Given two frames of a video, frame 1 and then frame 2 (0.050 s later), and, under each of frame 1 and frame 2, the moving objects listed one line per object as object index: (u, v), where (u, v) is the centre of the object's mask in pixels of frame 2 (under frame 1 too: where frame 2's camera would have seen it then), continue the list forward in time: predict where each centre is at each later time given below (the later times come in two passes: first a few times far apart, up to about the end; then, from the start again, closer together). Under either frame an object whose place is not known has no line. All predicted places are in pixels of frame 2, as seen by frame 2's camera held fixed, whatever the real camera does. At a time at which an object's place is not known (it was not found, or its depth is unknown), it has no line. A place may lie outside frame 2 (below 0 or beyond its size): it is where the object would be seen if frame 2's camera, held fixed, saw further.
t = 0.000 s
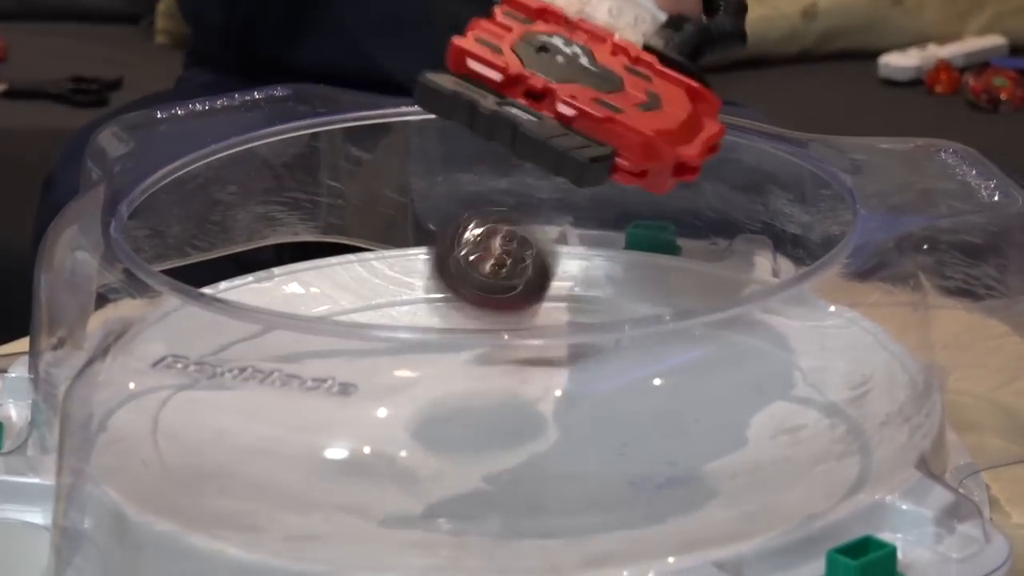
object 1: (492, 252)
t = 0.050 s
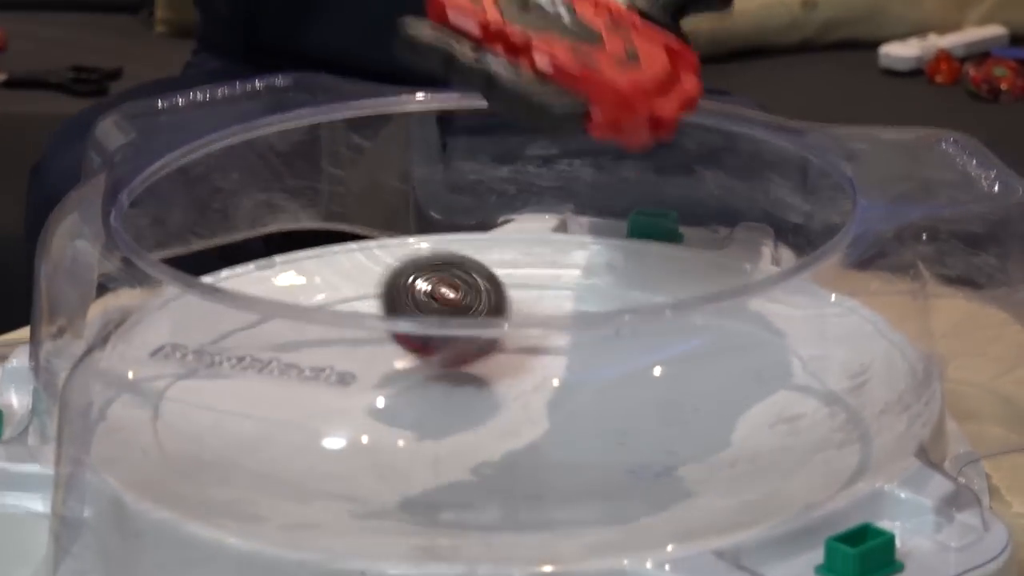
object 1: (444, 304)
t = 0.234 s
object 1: (304, 381)
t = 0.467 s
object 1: (272, 438)
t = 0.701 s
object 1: (433, 446)
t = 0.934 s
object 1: (554, 395)
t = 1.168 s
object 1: (517, 393)
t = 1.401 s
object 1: (389, 446)
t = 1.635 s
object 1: (293, 447)
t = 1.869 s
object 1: (366, 436)
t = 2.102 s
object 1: (539, 411)
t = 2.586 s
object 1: (599, 454)
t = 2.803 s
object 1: (497, 440)
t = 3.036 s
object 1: (521, 398)
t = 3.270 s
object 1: (626, 367)
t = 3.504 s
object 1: (668, 372)
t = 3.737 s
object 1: (581, 407)
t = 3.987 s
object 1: (459, 379)
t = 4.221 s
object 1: (458, 332)
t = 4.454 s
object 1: (514, 335)
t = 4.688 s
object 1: (508, 387)
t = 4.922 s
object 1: (395, 411)
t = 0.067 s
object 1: (427, 298)
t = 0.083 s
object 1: (413, 303)
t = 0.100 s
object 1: (400, 316)
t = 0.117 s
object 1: (386, 347)
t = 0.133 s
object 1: (374, 354)
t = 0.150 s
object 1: (362, 368)
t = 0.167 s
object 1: (349, 369)
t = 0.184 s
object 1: (337, 370)
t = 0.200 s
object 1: (331, 368)
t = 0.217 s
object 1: (316, 380)
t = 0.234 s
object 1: (304, 381)
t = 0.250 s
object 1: (294, 385)
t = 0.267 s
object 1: (285, 389)
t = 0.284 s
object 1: (277, 394)
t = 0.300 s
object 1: (270, 399)
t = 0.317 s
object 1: (264, 413)
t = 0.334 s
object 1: (259, 415)
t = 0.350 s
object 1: (257, 416)
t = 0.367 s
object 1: (255, 419)
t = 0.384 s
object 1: (255, 422)
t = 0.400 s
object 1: (256, 426)
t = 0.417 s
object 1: (258, 428)
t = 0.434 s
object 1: (262, 432)
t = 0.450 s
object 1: (266, 434)
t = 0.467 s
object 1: (272, 438)
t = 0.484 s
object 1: (280, 441)
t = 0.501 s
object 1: (288, 443)
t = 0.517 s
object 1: (298, 447)
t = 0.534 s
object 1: (308, 450)
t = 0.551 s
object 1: (319, 452)
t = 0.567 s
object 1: (331, 453)
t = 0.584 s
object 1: (343, 454)
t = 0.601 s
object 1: (354, 455)
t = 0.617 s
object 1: (367, 454)
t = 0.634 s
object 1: (380, 453)
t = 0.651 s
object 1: (394, 452)
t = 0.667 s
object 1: (408, 451)
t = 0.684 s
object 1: (421, 449)
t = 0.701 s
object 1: (433, 446)
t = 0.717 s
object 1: (446, 443)
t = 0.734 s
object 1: (458, 440)
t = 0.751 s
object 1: (466, 433)
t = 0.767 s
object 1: (476, 428)
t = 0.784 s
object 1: (489, 424)
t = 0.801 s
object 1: (501, 420)
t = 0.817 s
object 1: (510, 417)
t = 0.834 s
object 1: (520, 413)
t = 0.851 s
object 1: (528, 410)
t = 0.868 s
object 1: (535, 408)
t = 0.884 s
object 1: (541, 404)
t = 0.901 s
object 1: (546, 401)
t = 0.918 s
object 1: (551, 398)
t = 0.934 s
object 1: (554, 395)
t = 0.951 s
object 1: (558, 392)
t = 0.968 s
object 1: (559, 390)
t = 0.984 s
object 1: (560, 389)
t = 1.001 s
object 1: (560, 387)
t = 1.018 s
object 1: (559, 385)
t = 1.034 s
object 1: (558, 385)
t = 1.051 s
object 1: (555, 385)
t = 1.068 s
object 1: (552, 385)
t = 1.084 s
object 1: (548, 386)
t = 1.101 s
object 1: (543, 386)
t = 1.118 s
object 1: (537, 388)
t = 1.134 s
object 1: (531, 390)
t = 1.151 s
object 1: (524, 392)
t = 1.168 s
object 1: (517, 393)
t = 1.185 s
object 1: (510, 396)
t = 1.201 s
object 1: (502, 400)
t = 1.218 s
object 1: (493, 404)
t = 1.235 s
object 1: (484, 408)
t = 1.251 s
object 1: (476, 412)
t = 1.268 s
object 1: (468, 417)
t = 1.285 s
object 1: (459, 422)
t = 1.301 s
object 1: (449, 426)
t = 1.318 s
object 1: (439, 429)
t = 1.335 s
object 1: (429, 433)
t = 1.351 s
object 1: (419, 437)
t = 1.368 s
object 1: (410, 440)
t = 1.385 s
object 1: (400, 443)
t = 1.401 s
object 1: (389, 446)
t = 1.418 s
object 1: (379, 447)
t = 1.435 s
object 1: (369, 449)
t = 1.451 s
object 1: (360, 450)
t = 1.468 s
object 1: (351, 452)
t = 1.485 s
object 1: (342, 453)
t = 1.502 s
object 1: (334, 454)
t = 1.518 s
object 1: (326, 453)
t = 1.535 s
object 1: (318, 453)
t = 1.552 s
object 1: (312, 451)
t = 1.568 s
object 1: (306, 451)
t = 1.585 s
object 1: (301, 450)
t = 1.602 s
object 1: (298, 449)
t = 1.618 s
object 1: (295, 448)
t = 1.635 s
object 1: (293, 447)
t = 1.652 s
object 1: (292, 446)
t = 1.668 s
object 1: (292, 445)
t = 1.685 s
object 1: (292, 445)
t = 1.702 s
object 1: (294, 444)
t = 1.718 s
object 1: (297, 443)
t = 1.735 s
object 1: (300, 442)
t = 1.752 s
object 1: (305, 441)
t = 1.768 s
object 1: (311, 441)
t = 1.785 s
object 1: (318, 438)
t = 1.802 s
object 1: (325, 438)
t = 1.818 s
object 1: (334, 436)
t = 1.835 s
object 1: (344, 435)
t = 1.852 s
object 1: (357, 438)
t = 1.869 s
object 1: (366, 436)
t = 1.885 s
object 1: (375, 433)
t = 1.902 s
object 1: (387, 431)
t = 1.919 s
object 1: (400, 429)
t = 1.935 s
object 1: (412, 427)
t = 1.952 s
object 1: (424, 425)
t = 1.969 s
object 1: (436, 422)
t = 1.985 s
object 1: (450, 420)
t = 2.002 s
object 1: (460, 417)
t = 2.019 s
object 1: (473, 417)
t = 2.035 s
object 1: (486, 415)
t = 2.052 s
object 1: (500, 413)
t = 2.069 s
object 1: (513, 412)
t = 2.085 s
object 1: (526, 411)
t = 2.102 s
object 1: (539, 411)
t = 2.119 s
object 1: (552, 412)
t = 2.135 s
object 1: (563, 413)
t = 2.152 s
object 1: (574, 413)
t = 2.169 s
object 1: (586, 414)
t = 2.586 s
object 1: (599, 454)
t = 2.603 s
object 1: (591, 454)
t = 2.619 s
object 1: (583, 456)
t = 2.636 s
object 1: (571, 456)
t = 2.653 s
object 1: (562, 456)
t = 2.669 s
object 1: (554, 455)
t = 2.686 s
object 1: (547, 446)
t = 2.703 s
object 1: (537, 444)
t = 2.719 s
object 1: (528, 443)
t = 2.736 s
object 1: (520, 444)
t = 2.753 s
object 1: (513, 443)
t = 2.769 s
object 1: (507, 442)
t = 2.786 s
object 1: (502, 442)
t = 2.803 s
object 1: (497, 440)
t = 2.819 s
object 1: (493, 438)
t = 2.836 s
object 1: (491, 436)
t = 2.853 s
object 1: (488, 435)
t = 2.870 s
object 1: (487, 432)
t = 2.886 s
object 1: (487, 430)
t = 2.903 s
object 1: (490, 429)
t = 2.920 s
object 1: (491, 425)
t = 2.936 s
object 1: (493, 421)
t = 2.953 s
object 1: (496, 418)
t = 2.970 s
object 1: (500, 415)
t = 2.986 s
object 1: (504, 411)
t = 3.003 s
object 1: (509, 408)
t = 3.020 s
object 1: (515, 403)
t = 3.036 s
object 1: (521, 398)
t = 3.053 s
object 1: (527, 395)
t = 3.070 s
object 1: (534, 391)
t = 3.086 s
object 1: (542, 390)
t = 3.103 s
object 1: (549, 387)
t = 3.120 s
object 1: (556, 384)
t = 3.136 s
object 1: (565, 381)
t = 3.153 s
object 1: (573, 378)
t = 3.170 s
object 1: (580, 376)
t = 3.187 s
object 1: (588, 374)
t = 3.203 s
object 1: (597, 372)
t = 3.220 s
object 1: (604, 371)
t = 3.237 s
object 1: (612, 369)
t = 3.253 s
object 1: (619, 368)
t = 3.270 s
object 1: (626, 367)
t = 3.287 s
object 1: (633, 366)
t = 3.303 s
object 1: (639, 365)
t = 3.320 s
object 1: (644, 365)
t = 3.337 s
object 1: (649, 363)
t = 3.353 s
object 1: (654, 363)
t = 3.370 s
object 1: (658, 363)
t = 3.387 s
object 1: (662, 363)
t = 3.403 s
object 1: (665, 364)
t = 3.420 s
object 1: (667, 365)
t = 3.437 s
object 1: (669, 366)
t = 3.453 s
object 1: (670, 367)
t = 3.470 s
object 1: (670, 368)
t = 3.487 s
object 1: (670, 370)
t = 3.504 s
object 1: (668, 372)
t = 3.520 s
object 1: (665, 374)
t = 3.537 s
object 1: (662, 376)
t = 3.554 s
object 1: (658, 379)
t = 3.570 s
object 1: (654, 387)
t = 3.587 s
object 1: (648, 389)
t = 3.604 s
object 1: (643, 391)
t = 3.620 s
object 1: (637, 394)
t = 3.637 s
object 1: (630, 396)
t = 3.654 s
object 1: (623, 398)
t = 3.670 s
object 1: (615, 400)
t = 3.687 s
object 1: (607, 403)
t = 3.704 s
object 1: (599, 403)
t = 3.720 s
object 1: (590, 407)
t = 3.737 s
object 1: (581, 407)
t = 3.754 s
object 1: (572, 407)
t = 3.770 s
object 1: (562, 408)
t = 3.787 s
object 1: (553, 406)
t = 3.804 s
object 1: (544, 405)
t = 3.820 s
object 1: (534, 404)
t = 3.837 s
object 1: (525, 403)
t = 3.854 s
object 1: (516, 403)
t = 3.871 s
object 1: (509, 402)
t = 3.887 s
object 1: (500, 401)
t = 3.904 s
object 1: (493, 400)
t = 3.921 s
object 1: (487, 398)
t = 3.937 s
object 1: (477, 390)
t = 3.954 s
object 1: (471, 386)
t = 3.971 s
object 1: (464, 383)
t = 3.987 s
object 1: (459, 379)
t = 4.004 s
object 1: (455, 378)
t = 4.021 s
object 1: (451, 375)
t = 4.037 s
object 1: (448, 373)
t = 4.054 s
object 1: (446, 371)
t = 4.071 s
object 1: (444, 369)
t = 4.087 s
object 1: (444, 367)
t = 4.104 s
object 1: (443, 364)
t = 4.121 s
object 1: (444, 363)
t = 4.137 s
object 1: (446, 349)
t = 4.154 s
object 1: (447, 344)
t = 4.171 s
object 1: (449, 339)
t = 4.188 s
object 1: (452, 336)
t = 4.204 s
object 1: (455, 333)
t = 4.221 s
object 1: (458, 332)
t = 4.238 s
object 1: (461, 332)
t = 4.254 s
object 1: (465, 332)
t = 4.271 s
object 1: (471, 315)
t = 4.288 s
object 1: (473, 315)
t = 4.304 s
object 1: (478, 315)
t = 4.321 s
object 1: (482, 316)
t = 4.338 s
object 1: (483, 316)
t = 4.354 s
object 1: (491, 316)
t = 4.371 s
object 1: (495, 316)
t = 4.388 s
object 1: (499, 316)
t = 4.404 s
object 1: (503, 332)
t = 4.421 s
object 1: (507, 332)
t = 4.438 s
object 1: (511, 332)
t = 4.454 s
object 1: (514, 335)
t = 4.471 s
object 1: (516, 336)
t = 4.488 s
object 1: (519, 340)
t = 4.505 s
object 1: (522, 348)
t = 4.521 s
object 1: (524, 352)
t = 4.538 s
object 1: (526, 365)
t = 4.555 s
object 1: (527, 367)
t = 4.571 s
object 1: (528, 369)
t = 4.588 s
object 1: (528, 371)
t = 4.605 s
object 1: (527, 373)
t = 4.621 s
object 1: (525, 376)
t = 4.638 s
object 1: (522, 378)
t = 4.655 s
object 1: (518, 382)
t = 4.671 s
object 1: (514, 384)
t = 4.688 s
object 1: (508, 387)
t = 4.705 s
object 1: (505, 393)
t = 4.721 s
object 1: (498, 397)
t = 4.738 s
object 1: (492, 401)
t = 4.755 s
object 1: (484, 403)
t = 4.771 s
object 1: (476, 406)
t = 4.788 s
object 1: (466, 404)
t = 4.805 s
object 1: (458, 406)
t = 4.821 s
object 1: (450, 408)
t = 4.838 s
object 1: (439, 409)
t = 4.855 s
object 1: (430, 410)
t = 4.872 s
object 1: (421, 410)
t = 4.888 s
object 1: (411, 410)
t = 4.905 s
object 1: (403, 411)
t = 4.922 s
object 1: (395, 411)
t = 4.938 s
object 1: (387, 412)
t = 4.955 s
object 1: (380, 412)
